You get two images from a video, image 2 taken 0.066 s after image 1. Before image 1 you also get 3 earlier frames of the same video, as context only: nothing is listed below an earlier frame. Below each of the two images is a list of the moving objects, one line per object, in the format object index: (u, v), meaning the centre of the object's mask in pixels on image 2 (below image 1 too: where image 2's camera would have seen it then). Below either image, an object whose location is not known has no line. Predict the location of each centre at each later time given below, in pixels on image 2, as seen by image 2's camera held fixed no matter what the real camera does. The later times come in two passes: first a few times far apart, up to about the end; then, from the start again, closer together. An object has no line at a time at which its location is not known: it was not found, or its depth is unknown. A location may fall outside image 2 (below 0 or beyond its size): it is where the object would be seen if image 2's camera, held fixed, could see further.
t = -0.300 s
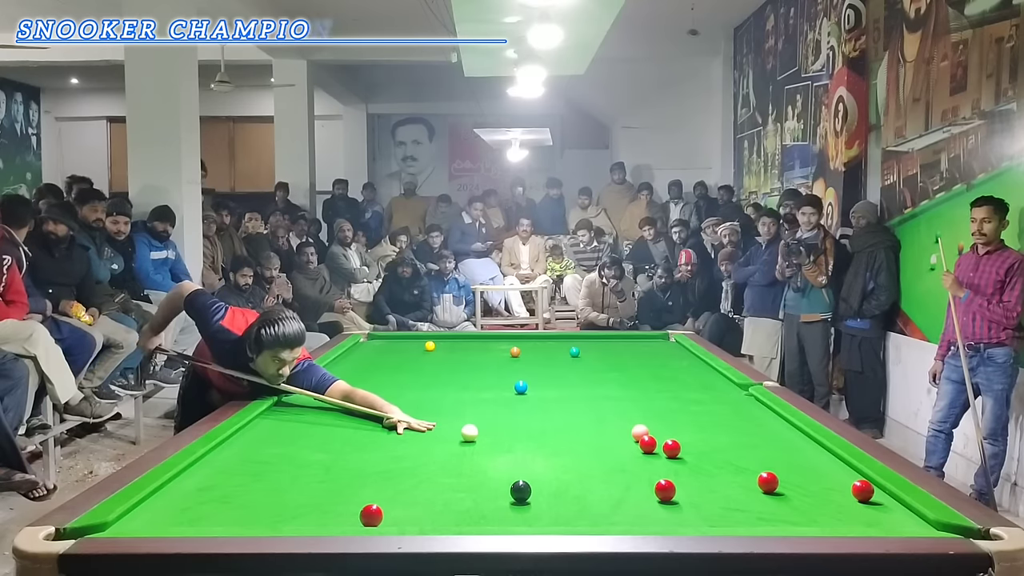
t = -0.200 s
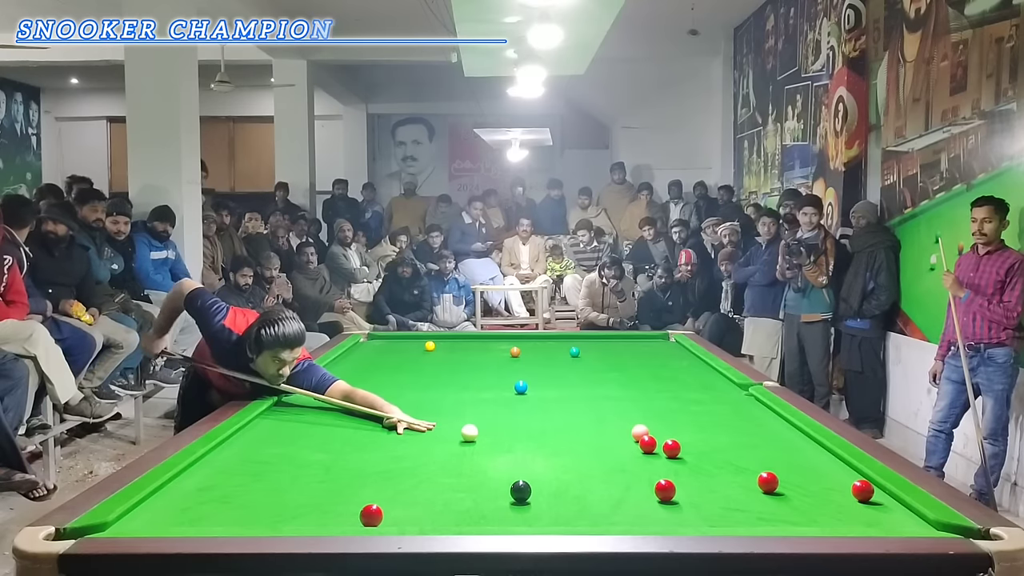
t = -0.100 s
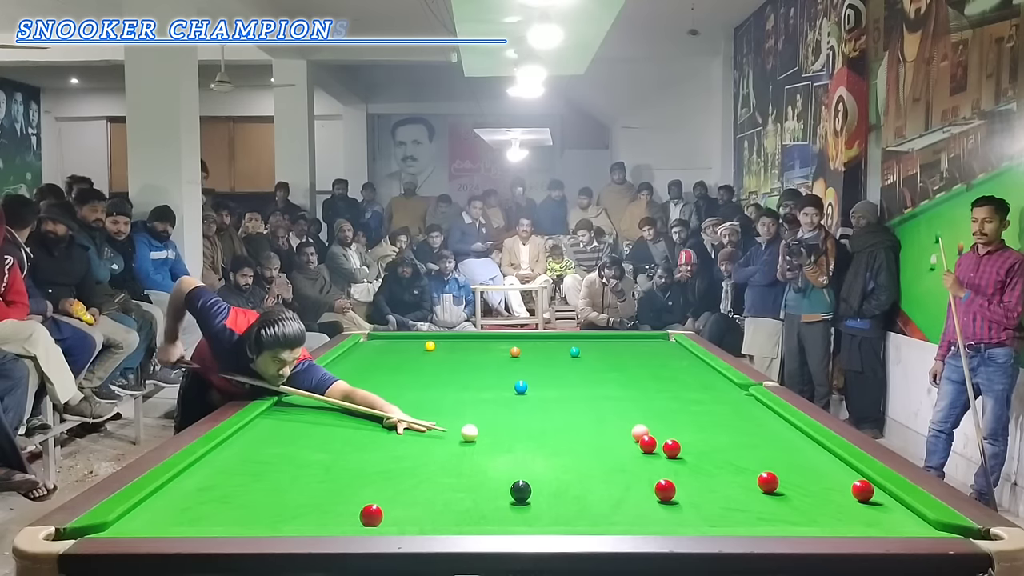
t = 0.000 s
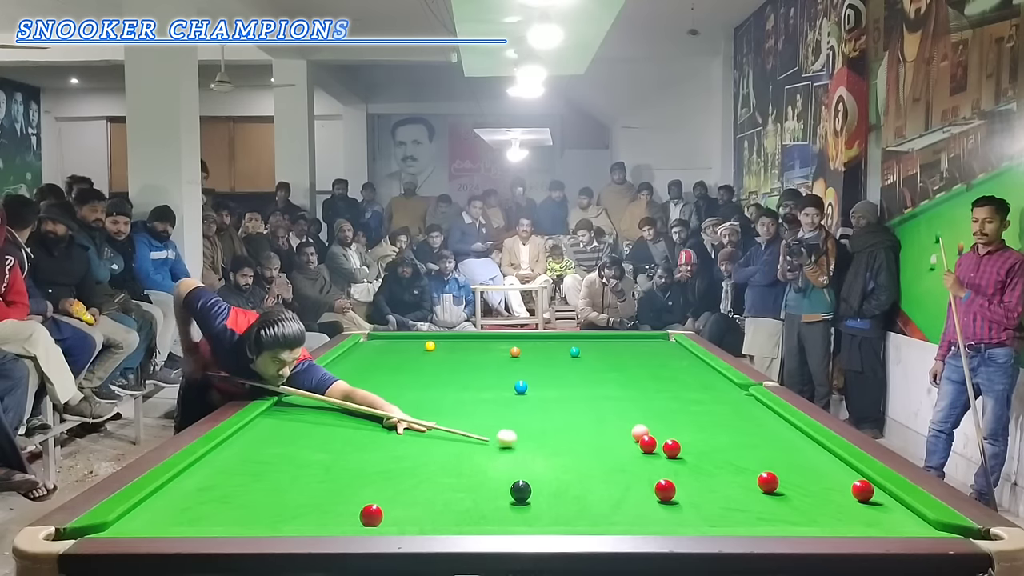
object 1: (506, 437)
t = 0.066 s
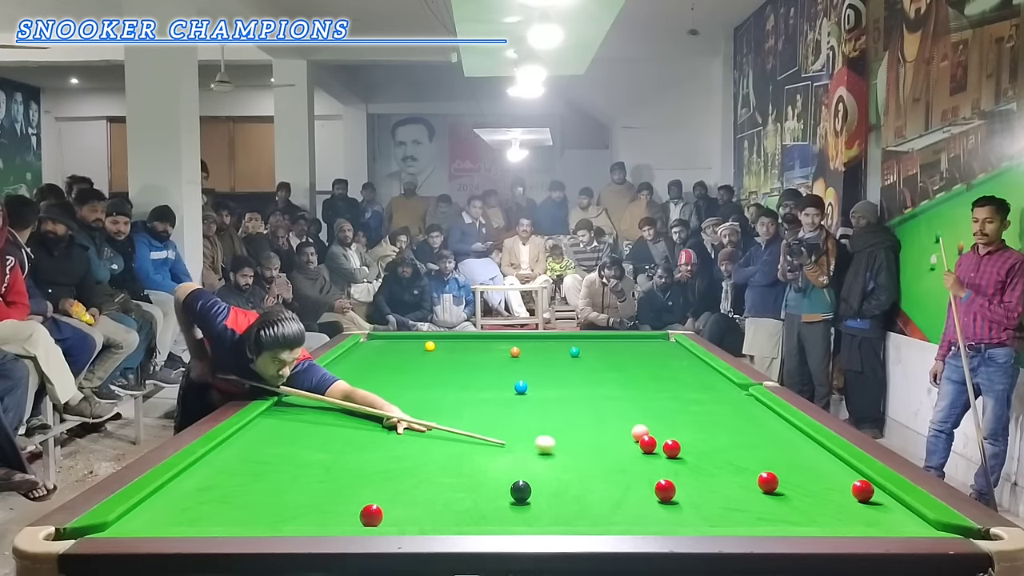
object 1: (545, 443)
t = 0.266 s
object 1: (643, 459)
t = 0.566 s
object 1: (757, 476)
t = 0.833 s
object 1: (806, 475)
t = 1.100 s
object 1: (853, 473)
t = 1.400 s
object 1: (824, 474)
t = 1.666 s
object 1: (795, 473)
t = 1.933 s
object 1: (771, 472)
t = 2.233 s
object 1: (749, 471)
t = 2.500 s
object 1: (734, 470)
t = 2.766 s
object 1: (722, 470)
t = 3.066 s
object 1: (713, 470)
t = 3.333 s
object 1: (709, 470)
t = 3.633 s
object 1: (708, 470)
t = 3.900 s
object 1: (708, 470)
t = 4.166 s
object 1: (708, 470)
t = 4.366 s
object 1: (708, 470)
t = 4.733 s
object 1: (708, 470)
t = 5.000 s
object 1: (709, 470)
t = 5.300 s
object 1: (709, 470)
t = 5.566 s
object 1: (709, 470)
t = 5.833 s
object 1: (708, 470)
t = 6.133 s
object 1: (709, 470)
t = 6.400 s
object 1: (708, 470)
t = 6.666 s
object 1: (709, 470)
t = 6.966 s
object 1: (709, 469)
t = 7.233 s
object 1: (709, 470)
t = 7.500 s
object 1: (709, 469)
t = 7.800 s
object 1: (709, 469)
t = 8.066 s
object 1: (709, 469)
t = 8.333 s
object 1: (709, 469)
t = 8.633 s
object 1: (709, 469)
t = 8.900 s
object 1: (709, 469)
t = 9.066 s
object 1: (709, 469)
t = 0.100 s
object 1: (563, 446)
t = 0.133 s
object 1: (581, 449)
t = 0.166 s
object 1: (598, 451)
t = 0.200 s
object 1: (614, 454)
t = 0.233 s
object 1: (629, 456)
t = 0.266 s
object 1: (643, 459)
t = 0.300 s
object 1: (657, 462)
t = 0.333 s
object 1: (670, 463)
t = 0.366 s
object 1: (684, 466)
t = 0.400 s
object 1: (697, 468)
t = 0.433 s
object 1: (711, 469)
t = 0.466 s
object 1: (725, 472)
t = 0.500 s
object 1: (739, 474)
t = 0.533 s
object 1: (751, 476)
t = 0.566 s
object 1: (757, 476)
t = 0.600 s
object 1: (762, 475)
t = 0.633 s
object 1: (769, 475)
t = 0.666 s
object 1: (775, 475)
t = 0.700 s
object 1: (782, 475)
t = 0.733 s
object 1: (788, 475)
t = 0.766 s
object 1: (794, 475)
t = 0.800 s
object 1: (800, 475)
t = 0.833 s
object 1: (806, 475)
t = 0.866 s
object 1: (812, 475)
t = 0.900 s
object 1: (818, 475)
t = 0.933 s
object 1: (824, 475)
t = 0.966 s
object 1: (830, 475)
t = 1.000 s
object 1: (836, 475)
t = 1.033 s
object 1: (842, 475)
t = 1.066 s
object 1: (847, 475)
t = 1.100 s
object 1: (853, 473)
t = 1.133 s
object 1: (855, 473)
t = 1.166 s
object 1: (851, 474)
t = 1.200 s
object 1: (847, 474)
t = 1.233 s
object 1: (843, 474)
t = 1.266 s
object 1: (839, 474)
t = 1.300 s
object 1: (835, 474)
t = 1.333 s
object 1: (831, 474)
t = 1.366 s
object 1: (827, 474)
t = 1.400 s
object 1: (824, 474)
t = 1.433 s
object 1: (820, 474)
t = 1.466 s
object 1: (816, 473)
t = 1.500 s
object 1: (813, 474)
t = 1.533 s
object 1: (809, 473)
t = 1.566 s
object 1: (806, 473)
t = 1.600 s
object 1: (802, 473)
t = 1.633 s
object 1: (799, 473)
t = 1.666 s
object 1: (795, 473)
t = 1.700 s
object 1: (792, 473)
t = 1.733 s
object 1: (789, 473)
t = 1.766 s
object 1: (786, 472)
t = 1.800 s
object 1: (783, 472)
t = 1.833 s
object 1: (780, 472)
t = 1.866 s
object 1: (777, 472)
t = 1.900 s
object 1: (774, 472)
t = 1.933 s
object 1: (771, 472)
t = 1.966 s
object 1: (769, 472)
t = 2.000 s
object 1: (766, 472)
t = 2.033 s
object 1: (763, 472)
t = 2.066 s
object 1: (761, 471)
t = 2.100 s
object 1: (758, 471)
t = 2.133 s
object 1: (756, 471)
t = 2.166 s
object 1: (754, 471)
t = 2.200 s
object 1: (751, 471)
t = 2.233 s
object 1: (749, 471)
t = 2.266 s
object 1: (747, 471)
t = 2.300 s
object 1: (745, 471)
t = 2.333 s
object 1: (743, 471)
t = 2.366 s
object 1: (741, 471)
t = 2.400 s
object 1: (739, 471)
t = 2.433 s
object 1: (737, 471)
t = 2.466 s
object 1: (735, 471)
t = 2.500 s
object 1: (734, 470)
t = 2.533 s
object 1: (732, 470)
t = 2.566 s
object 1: (731, 471)
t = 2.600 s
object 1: (729, 470)
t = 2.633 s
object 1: (728, 470)
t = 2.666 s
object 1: (726, 470)
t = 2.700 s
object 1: (725, 470)
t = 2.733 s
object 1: (723, 470)
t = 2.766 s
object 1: (722, 470)
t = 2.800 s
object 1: (721, 470)
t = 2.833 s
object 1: (720, 470)
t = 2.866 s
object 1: (719, 470)
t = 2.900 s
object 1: (718, 470)
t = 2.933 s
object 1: (717, 470)
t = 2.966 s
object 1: (716, 470)
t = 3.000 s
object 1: (715, 470)
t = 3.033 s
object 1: (714, 470)
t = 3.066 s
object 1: (713, 470)
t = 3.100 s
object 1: (713, 470)
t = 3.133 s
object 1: (712, 470)
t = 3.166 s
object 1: (712, 470)
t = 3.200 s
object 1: (711, 470)
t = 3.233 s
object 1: (710, 470)
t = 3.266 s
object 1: (710, 470)
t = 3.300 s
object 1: (710, 470)
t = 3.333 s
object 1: (709, 470)
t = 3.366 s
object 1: (709, 470)
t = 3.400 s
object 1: (709, 470)
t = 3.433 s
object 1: (709, 470)
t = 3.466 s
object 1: (709, 470)
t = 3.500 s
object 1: (708, 470)
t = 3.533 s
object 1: (708, 470)
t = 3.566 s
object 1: (708, 470)
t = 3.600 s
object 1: (708, 470)
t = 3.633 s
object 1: (708, 470)
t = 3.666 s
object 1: (708, 470)
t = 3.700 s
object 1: (708, 470)
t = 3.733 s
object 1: (708, 470)
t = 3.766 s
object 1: (708, 470)
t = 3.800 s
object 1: (708, 470)
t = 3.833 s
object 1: (708, 470)
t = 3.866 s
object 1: (708, 470)
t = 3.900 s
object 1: (708, 470)
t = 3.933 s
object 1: (708, 470)
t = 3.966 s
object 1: (708, 470)
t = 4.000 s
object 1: (708, 470)
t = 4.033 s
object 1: (709, 470)
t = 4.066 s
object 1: (708, 470)
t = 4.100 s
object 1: (708, 470)
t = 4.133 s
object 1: (709, 470)
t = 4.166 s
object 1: (708, 470)
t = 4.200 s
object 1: (708, 470)
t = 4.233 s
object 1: (708, 468)
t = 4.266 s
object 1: (708, 467)
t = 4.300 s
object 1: (708, 470)
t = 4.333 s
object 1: (710, 470)
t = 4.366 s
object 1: (708, 470)
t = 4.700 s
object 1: (704, 470)
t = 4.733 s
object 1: (708, 470)
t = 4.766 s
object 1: (708, 470)
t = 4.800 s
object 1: (709, 470)
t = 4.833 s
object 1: (708, 470)
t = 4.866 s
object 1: (708, 470)
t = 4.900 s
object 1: (709, 470)
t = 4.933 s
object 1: (708, 470)
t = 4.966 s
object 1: (708, 470)
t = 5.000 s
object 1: (709, 470)
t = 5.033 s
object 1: (709, 470)
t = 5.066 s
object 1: (709, 470)
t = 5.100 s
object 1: (709, 470)
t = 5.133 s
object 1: (709, 470)
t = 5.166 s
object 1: (709, 470)
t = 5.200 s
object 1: (709, 470)
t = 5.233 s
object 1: (709, 470)
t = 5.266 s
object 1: (709, 470)
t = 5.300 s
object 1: (709, 470)
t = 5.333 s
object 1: (709, 470)
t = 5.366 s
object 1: (708, 470)
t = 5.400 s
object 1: (708, 470)
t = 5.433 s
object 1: (708, 470)
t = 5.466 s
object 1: (708, 470)
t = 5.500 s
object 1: (709, 470)
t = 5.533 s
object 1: (708, 470)
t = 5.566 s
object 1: (709, 470)
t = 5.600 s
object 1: (708, 470)
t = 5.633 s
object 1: (709, 470)
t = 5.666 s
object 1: (709, 470)
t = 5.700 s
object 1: (709, 470)
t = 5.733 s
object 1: (708, 470)
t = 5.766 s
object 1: (708, 470)
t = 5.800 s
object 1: (708, 470)
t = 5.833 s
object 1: (708, 470)
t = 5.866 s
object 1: (709, 470)
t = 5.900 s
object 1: (709, 470)
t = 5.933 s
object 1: (709, 470)
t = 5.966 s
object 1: (709, 470)
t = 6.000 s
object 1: (709, 470)
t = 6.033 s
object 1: (709, 470)
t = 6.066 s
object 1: (709, 470)
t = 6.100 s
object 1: (709, 470)
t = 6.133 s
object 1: (709, 470)
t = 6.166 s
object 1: (709, 470)
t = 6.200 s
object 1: (709, 470)
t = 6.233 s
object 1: (709, 470)
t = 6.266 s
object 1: (709, 470)
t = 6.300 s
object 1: (708, 470)
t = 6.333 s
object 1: (708, 470)
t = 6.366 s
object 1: (708, 470)
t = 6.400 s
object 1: (708, 470)
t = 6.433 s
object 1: (708, 470)
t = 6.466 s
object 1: (709, 470)
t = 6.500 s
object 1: (708, 470)
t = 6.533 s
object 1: (709, 470)
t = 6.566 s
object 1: (709, 470)
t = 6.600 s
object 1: (709, 470)
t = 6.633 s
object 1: (709, 470)
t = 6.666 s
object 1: (709, 470)
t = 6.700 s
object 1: (709, 470)
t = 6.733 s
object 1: (709, 470)
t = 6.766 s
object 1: (709, 470)
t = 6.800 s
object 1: (709, 470)
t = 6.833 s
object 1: (709, 470)
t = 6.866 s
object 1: (709, 470)
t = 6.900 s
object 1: (709, 469)
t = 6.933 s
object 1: (709, 470)
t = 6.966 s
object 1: (709, 469)
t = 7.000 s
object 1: (709, 470)
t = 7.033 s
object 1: (709, 469)
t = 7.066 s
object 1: (709, 469)
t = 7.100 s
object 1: (709, 470)
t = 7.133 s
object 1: (709, 469)
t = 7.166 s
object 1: (709, 469)
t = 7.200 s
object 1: (709, 469)
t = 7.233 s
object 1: (709, 470)
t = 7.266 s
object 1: (709, 469)
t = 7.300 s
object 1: (709, 469)
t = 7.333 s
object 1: (709, 469)
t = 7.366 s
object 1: (709, 469)
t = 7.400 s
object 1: (709, 469)
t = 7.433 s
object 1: (709, 469)
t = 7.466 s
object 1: (709, 469)
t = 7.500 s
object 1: (709, 469)
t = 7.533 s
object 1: (709, 469)
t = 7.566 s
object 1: (709, 469)
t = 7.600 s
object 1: (709, 469)
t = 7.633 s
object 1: (709, 469)
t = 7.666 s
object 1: (709, 469)
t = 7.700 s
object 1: (709, 469)
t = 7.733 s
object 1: (709, 469)
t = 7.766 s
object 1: (709, 469)
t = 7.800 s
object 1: (709, 469)
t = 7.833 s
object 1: (709, 469)
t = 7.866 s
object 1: (709, 469)
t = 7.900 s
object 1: (709, 469)
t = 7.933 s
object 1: (709, 469)
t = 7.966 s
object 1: (709, 469)
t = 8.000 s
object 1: (709, 469)
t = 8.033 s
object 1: (709, 469)
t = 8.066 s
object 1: (709, 469)
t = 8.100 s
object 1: (709, 469)
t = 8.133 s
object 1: (709, 469)
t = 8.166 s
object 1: (709, 469)
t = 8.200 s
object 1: (709, 469)
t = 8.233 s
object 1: (709, 469)
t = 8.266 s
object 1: (709, 469)
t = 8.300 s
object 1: (709, 469)
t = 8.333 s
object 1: (709, 469)
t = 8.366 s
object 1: (709, 469)
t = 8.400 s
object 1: (709, 469)
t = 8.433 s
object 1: (709, 469)
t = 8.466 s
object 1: (709, 469)
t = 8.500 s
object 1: (709, 469)
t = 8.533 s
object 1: (709, 469)
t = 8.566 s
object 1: (709, 469)
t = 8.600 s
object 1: (709, 469)
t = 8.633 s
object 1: (709, 469)
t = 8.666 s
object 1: (709, 469)
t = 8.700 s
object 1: (709, 469)
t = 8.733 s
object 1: (709, 469)
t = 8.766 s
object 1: (709, 469)
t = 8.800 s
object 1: (709, 469)
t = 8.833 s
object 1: (709, 469)
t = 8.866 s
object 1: (709, 469)
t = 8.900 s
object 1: (709, 469)
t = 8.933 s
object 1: (709, 469)
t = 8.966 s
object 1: (709, 469)
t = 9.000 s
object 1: (709, 469)
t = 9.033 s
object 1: (709, 469)
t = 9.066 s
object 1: (709, 469)
